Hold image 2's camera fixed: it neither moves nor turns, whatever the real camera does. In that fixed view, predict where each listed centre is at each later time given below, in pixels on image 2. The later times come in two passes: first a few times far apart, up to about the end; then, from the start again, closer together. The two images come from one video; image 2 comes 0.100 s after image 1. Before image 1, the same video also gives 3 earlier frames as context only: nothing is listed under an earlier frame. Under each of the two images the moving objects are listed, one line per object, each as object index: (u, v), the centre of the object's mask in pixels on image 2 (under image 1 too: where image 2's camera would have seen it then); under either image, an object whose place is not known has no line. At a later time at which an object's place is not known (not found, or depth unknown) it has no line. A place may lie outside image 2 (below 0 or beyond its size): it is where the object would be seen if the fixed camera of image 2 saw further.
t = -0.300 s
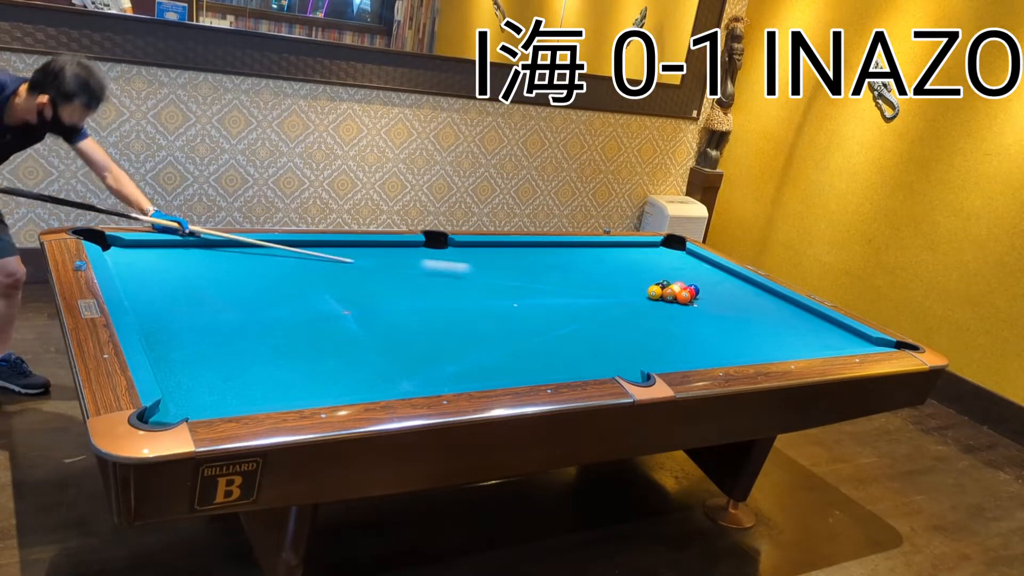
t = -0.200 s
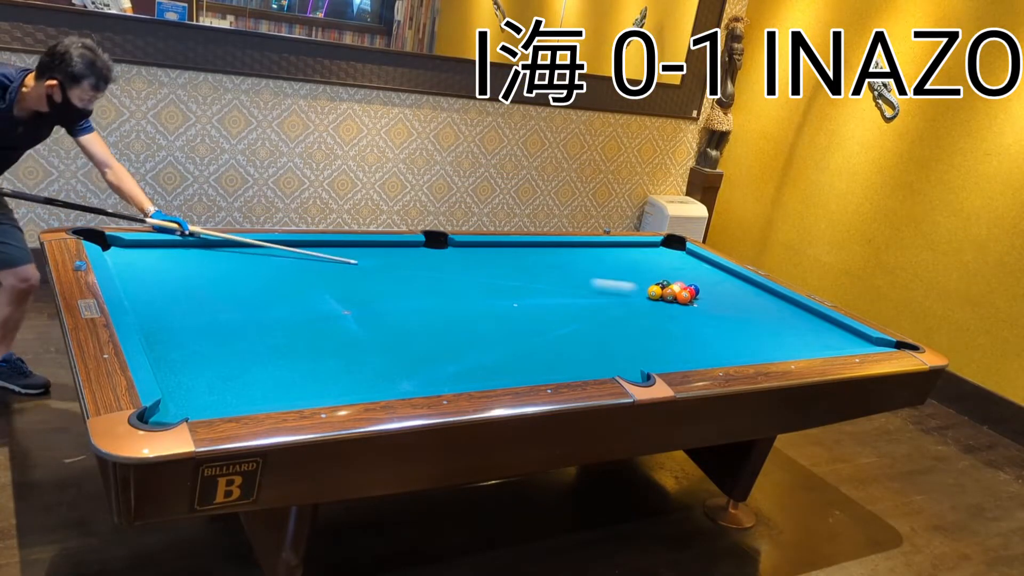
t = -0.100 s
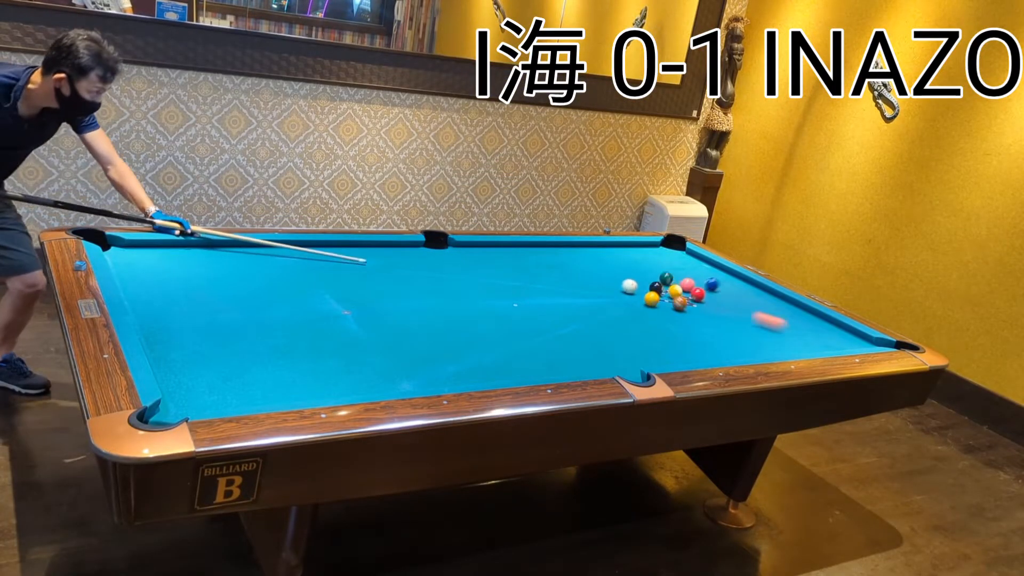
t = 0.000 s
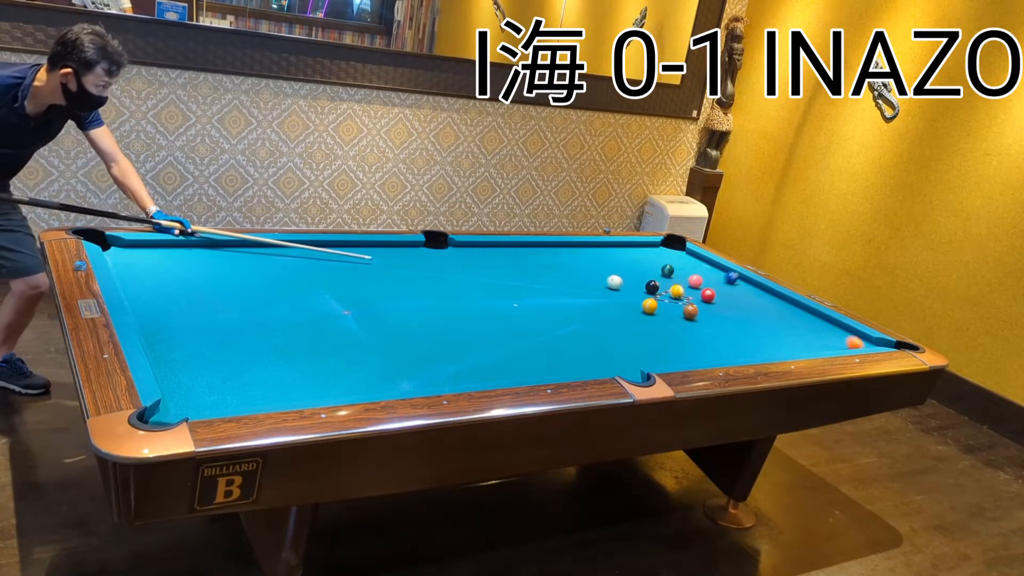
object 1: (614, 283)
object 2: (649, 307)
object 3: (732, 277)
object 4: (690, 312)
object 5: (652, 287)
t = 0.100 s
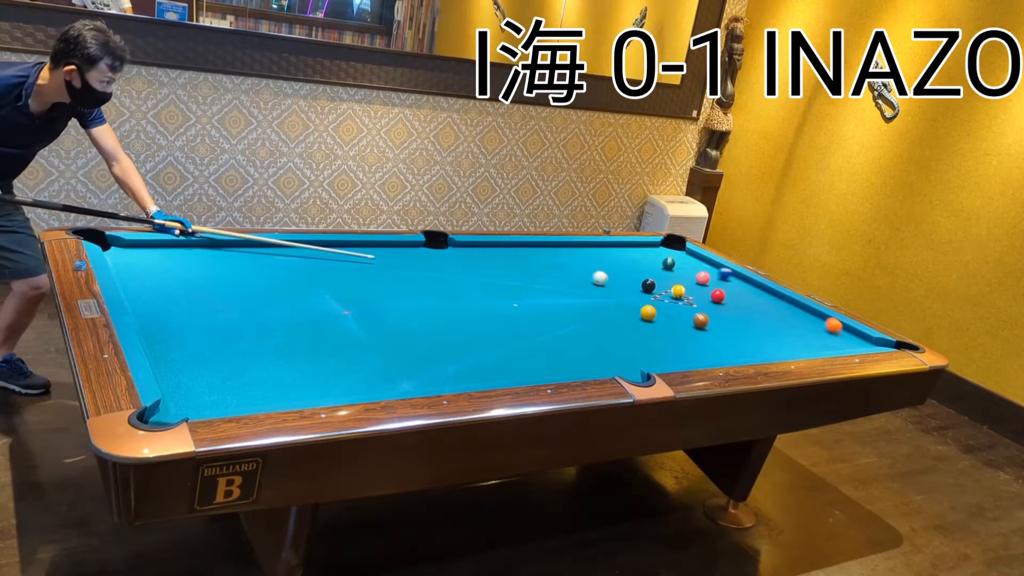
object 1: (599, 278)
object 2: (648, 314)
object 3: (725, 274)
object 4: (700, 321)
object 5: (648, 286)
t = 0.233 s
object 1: (581, 273)
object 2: (646, 324)
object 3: (694, 269)
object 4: (715, 334)
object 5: (644, 284)
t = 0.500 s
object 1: (545, 264)
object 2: (641, 344)
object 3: (635, 254)
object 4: (741, 354)
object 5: (635, 281)
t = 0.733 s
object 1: (516, 256)
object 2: (636, 364)
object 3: (600, 248)
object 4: (705, 348)
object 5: (629, 279)
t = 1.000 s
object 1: (484, 247)
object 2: (605, 364)
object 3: (592, 256)
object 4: (666, 338)
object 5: (623, 277)
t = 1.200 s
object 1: (476, 246)
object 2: (578, 361)
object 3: (586, 263)
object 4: (639, 330)
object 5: (620, 276)
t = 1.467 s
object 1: (474, 250)
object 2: (544, 356)
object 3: (577, 272)
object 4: (605, 321)
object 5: (616, 274)
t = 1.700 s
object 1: (474, 253)
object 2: (514, 352)
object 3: (570, 280)
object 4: (577, 313)
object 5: (613, 273)
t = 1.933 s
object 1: (473, 256)
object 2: (487, 348)
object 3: (562, 289)
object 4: (551, 306)
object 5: (612, 272)
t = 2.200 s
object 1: (473, 259)
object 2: (457, 344)
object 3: (553, 300)
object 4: (523, 299)
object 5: (611, 272)
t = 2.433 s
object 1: (473, 261)
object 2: (432, 341)
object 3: (544, 310)
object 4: (500, 292)
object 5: (611, 272)
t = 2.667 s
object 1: (473, 263)
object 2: (409, 337)
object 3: (535, 319)
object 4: (478, 286)
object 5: (611, 272)
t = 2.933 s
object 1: (473, 265)
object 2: (384, 334)
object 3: (525, 331)
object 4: (455, 280)
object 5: (611, 272)
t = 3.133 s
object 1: (474, 267)
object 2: (366, 332)
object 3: (516, 340)
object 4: (438, 276)
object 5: (611, 272)
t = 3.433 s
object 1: (474, 268)
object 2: (341, 328)
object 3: (503, 354)
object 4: (415, 269)
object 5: (611, 272)
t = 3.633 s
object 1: (475, 269)
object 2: (325, 326)
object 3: (495, 364)
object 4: (401, 265)
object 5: (611, 272)
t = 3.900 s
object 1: (475, 270)
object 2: (306, 323)
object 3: (482, 375)
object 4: (384, 261)
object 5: (611, 272)
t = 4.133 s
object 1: (475, 270)
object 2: (291, 321)
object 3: (468, 378)
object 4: (370, 257)
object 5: (611, 272)
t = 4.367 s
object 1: (475, 270)
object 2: (277, 319)
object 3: (450, 378)
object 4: (357, 254)
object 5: (611, 272)
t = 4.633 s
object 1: (475, 270)
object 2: (262, 317)
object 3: (432, 376)
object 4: (343, 250)
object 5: (611, 272)
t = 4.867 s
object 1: (475, 270)
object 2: (251, 316)
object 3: (417, 374)
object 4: (332, 248)
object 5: (611, 272)
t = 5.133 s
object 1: (475, 270)
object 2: (239, 314)
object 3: (402, 371)
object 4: (321, 245)
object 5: (611, 272)
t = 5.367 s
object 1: (475, 270)
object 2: (231, 314)
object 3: (391, 369)
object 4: (317, 245)
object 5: (611, 272)
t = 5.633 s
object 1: (475, 270)
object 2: (222, 313)
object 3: (380, 368)
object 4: (315, 246)
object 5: (611, 272)
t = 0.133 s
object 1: (595, 277)
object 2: (647, 316)
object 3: (717, 273)
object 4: (704, 324)
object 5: (647, 285)
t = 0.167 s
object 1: (590, 276)
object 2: (647, 319)
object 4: (708, 328)
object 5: (646, 285)
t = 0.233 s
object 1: (581, 273)
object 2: (646, 324)
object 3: (694, 269)
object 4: (715, 334)
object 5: (644, 284)
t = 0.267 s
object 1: (576, 272)
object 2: (645, 326)
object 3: (686, 266)
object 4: (719, 337)
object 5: (643, 284)
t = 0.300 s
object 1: (572, 271)
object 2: (645, 329)
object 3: (679, 265)
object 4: (723, 340)
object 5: (641, 284)
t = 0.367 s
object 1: (563, 268)
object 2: (644, 334)
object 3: (664, 261)
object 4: (731, 347)
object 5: (639, 283)
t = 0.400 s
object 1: (558, 267)
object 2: (643, 336)
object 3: (657, 259)
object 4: (735, 350)
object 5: (638, 282)
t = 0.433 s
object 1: (554, 266)
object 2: (642, 339)
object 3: (649, 257)
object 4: (739, 352)
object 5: (637, 282)
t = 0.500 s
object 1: (545, 264)
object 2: (641, 344)
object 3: (635, 254)
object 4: (741, 354)
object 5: (635, 281)
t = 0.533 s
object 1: (541, 262)
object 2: (640, 347)
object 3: (627, 252)
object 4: (735, 354)
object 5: (635, 281)
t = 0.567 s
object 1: (536, 261)
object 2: (640, 350)
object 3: (621, 250)
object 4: (730, 353)
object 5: (634, 281)
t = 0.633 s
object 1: (528, 259)
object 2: (638, 355)
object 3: (607, 247)
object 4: (720, 352)
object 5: (632, 280)
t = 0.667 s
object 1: (524, 258)
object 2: (638, 358)
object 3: (601, 245)
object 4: (714, 351)
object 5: (631, 280)
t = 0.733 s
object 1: (516, 256)
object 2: (636, 364)
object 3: (600, 248)
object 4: (705, 348)
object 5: (629, 279)
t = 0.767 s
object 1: (512, 254)
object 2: (635, 367)
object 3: (599, 248)
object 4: (700, 347)
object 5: (628, 279)
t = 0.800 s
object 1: (507, 253)
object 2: (632, 368)
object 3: (598, 249)
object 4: (695, 345)
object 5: (628, 278)
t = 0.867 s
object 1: (500, 251)
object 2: (623, 366)
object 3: (596, 252)
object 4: (685, 343)
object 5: (626, 278)
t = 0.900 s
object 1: (495, 250)
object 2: (618, 366)
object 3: (595, 253)
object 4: (680, 341)
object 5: (625, 278)
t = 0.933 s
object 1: (491, 249)
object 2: (614, 365)
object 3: (594, 254)
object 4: (676, 340)
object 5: (625, 277)
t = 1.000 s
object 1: (484, 247)
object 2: (605, 364)
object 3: (592, 256)
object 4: (666, 338)
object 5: (623, 277)
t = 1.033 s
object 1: (480, 246)
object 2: (600, 363)
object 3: (591, 257)
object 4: (662, 336)
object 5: (623, 277)
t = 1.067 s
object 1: (476, 245)
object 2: (595, 362)
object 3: (590, 258)
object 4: (657, 335)
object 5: (622, 276)
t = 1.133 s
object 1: (476, 245)
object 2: (586, 362)
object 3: (587, 260)
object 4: (648, 333)
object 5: (621, 276)
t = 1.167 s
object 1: (476, 246)
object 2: (582, 361)
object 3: (587, 261)
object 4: (644, 331)
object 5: (620, 276)
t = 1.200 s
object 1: (476, 246)
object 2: (578, 361)
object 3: (586, 263)
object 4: (639, 330)
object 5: (620, 276)
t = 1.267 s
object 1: (475, 247)
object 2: (569, 359)
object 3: (584, 265)
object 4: (631, 328)
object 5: (619, 275)
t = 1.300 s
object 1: (475, 248)
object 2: (565, 359)
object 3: (582, 266)
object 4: (626, 327)
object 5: (618, 275)
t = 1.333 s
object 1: (475, 248)
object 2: (560, 358)
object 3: (582, 267)
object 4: (622, 326)
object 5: (618, 275)
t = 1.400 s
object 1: (475, 249)
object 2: (552, 357)
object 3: (579, 269)
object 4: (614, 323)
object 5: (617, 274)
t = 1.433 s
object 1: (475, 250)
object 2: (548, 356)
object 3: (578, 271)
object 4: (610, 322)
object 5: (616, 274)
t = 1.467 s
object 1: (474, 250)
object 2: (544, 356)
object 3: (577, 272)
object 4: (605, 321)
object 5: (616, 274)
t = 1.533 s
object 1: (474, 251)
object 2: (535, 355)
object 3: (575, 274)
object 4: (597, 319)
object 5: (615, 274)
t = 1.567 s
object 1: (474, 251)
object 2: (531, 354)
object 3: (574, 275)
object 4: (593, 318)
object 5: (615, 274)
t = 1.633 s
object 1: (474, 252)
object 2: (523, 353)
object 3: (572, 278)
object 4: (586, 315)
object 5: (614, 273)
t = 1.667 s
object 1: (474, 253)
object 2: (519, 352)
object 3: (571, 279)
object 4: (582, 314)
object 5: (614, 273)
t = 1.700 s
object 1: (474, 253)
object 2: (514, 352)
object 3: (570, 280)
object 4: (577, 313)
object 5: (613, 273)
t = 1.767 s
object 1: (474, 254)
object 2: (507, 351)
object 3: (568, 283)
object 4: (570, 311)
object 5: (613, 273)
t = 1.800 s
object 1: (474, 254)
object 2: (503, 350)
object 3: (567, 284)
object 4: (566, 310)
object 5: (612, 273)
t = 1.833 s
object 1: (473, 255)
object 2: (498, 349)
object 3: (565, 285)
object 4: (562, 309)
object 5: (612, 273)
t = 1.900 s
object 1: (473, 255)
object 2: (491, 348)
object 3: (563, 288)
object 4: (555, 307)
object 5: (612, 272)
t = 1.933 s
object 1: (473, 256)
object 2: (487, 348)
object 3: (562, 289)
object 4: (551, 306)
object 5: (612, 272)
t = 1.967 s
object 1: (473, 256)
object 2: (483, 348)
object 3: (561, 290)
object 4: (548, 305)
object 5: (611, 272)
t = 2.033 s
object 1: (473, 257)
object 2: (476, 347)
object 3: (558, 293)
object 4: (541, 303)
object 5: (611, 272)
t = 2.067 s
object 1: (473, 257)
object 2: (472, 346)
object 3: (557, 294)
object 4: (537, 302)
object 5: (611, 272)
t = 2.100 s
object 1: (473, 258)
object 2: (468, 346)
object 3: (556, 296)
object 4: (533, 301)
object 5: (611, 272)
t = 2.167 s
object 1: (473, 258)
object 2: (460, 345)
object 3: (554, 299)
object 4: (527, 300)
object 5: (611, 272)
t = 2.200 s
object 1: (473, 259)
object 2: (457, 344)
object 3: (553, 300)
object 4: (523, 299)
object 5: (611, 272)
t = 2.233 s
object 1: (473, 259)
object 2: (453, 343)
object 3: (551, 301)
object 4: (520, 298)
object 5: (611, 272)
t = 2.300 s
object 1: (473, 260)
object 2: (446, 342)
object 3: (549, 304)
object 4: (513, 296)
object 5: (611, 272)
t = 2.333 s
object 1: (473, 260)
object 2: (443, 342)
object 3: (548, 305)
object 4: (510, 295)
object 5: (611, 272)
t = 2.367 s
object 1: (473, 260)
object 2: (439, 342)
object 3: (547, 307)
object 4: (507, 294)
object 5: (611, 272)
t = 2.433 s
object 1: (473, 261)
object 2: (432, 341)
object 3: (544, 310)
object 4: (500, 292)
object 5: (611, 272)
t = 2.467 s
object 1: (473, 261)
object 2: (429, 340)
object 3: (543, 311)
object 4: (497, 291)
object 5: (611, 272)
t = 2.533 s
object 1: (473, 262)
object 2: (422, 339)
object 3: (540, 314)
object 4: (490, 290)
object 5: (611, 272)
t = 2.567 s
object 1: (473, 262)
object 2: (419, 339)
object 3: (539, 315)
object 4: (487, 289)
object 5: (611, 272)
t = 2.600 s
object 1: (473, 263)
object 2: (416, 338)
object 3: (538, 316)
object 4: (484, 288)
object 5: (611, 272)
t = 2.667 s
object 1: (473, 263)
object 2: (409, 337)
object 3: (535, 319)
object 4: (478, 286)
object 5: (611, 272)
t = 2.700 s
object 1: (473, 263)
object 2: (406, 337)
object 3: (534, 321)
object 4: (475, 285)
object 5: (611, 272)
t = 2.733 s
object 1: (473, 264)
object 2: (403, 336)
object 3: (533, 322)
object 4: (472, 285)
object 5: (611, 272)
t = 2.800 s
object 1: (473, 264)
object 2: (396, 336)
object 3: (530, 325)
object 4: (466, 283)
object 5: (611, 272)
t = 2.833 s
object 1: (473, 265)
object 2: (393, 335)
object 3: (528, 327)
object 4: (463, 282)
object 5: (611, 272)
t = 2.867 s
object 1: (473, 265)
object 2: (390, 335)
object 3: (527, 328)
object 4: (460, 282)
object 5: (611, 272)
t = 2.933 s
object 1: (473, 265)
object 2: (384, 334)
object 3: (525, 331)
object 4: (455, 280)
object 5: (611, 272)
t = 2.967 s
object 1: (473, 265)
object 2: (381, 334)
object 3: (523, 333)
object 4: (452, 279)
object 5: (611, 272)
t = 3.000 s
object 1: (473, 266)
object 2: (378, 333)
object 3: (522, 334)
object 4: (449, 278)
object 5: (611, 272)
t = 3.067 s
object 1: (474, 266)
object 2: (372, 332)
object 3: (519, 337)
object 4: (444, 277)
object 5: (611, 272)
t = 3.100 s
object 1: (474, 266)
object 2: (369, 332)
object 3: (518, 339)
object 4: (441, 276)
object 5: (611, 272)
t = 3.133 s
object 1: (474, 267)
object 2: (366, 332)
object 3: (516, 340)
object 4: (438, 276)
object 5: (611, 272)
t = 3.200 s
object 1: (474, 267)
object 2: (360, 331)
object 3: (513, 343)
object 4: (433, 274)
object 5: (611, 272)
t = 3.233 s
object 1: (474, 267)
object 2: (357, 330)
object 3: (512, 345)
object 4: (430, 273)
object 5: (611, 272)
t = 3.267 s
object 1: (474, 268)
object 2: (355, 330)
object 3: (511, 347)
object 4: (428, 273)
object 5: (611, 272)
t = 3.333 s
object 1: (474, 268)
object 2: (349, 329)
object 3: (508, 350)
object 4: (423, 271)
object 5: (611, 272)
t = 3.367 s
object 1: (474, 268)
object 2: (346, 328)
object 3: (506, 351)
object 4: (420, 271)
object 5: (611, 272)
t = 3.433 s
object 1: (474, 268)
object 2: (341, 328)
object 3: (503, 354)
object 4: (415, 269)
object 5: (611, 272)
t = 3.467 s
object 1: (474, 269)
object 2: (338, 327)
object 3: (502, 356)
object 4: (413, 269)
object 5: (611, 272)
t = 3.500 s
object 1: (475, 269)
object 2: (336, 327)
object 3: (500, 358)
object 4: (410, 268)
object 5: (611, 272)
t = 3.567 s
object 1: (475, 269)
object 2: (330, 327)
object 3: (498, 361)
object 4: (406, 267)
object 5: (611, 272)
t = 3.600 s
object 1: (475, 269)
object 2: (328, 326)
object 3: (496, 362)
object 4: (403, 266)
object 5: (611, 272)
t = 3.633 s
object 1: (475, 269)
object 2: (325, 326)
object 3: (495, 364)
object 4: (401, 265)
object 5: (611, 272)
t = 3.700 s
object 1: (475, 270)
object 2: (320, 325)
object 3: (492, 367)
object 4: (397, 264)
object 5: (611, 272)
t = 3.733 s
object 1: (475, 270)
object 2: (318, 325)
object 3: (490, 369)
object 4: (394, 264)
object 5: (611, 272)
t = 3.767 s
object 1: (475, 270)
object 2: (316, 324)
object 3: (488, 370)
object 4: (392, 263)
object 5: (611, 272)
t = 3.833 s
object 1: (475, 270)
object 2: (311, 323)
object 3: (485, 373)
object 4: (388, 262)
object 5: (611, 272)
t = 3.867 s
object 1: (475, 270)
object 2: (309, 323)
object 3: (484, 374)
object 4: (386, 262)
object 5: (611, 272)
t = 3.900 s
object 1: (475, 270)
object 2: (306, 323)
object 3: (482, 375)
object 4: (384, 261)
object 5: (611, 272)
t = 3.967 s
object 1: (475, 270)
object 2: (302, 322)
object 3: (479, 377)
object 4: (380, 260)
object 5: (611, 272)
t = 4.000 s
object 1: (475, 270)
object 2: (299, 322)
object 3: (478, 378)
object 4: (378, 259)
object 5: (611, 272)
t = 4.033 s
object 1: (475, 270)
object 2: (297, 322)
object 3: (476, 379)
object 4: (376, 259)
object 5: (611, 272)
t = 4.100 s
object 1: (475, 270)
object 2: (293, 321)
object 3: (471, 379)
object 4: (372, 258)
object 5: (611, 272)
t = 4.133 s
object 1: (475, 270)
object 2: (291, 321)
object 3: (468, 378)
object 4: (370, 257)
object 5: (611, 272)
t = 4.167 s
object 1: (475, 270)
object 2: (288, 321)
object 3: (465, 378)
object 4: (368, 256)
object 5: (611, 272)
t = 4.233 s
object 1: (475, 270)
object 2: (284, 320)
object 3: (460, 378)
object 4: (364, 255)
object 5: (611, 272)
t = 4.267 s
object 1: (475, 270)
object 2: (283, 320)
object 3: (458, 378)
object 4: (362, 255)
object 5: (611, 272)
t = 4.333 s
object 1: (475, 270)
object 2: (279, 319)
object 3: (453, 378)
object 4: (359, 254)
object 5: (611, 272)
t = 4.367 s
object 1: (475, 270)
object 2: (277, 319)
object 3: (450, 378)
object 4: (357, 254)
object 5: (611, 272)
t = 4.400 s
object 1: (475, 270)
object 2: (275, 319)
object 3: (448, 378)
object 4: (355, 253)
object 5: (611, 272)
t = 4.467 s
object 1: (475, 270)
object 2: (271, 318)
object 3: (443, 377)
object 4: (351, 252)
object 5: (611, 272)
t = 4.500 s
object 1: (475, 270)
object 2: (269, 318)
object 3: (441, 377)
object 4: (349, 252)
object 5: (611, 272)
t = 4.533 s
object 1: (475, 270)
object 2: (267, 318)
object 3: (438, 377)
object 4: (348, 252)
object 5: (611, 272)
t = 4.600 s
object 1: (475, 270)
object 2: (264, 317)
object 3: (434, 376)
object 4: (345, 250)
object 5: (611, 272)
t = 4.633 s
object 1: (475, 270)
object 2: (262, 317)
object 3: (432, 376)
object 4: (343, 250)
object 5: (611, 272)
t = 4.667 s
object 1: (475, 270)
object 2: (260, 317)
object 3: (429, 376)
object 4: (341, 250)
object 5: (611, 272)
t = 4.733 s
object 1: (475, 270)
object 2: (257, 316)
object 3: (425, 375)
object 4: (339, 249)
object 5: (611, 272)
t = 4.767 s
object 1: (475, 270)
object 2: (256, 316)
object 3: (423, 375)
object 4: (337, 248)
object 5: (611, 272)
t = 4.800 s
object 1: (475, 270)
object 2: (254, 316)
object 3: (421, 374)
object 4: (335, 248)
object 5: (611, 272)
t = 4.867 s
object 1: (475, 270)
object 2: (251, 316)
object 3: (417, 374)
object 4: (332, 248)
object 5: (611, 272)
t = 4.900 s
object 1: (475, 270)
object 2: (249, 316)
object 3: (415, 373)
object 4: (331, 247)
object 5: (611, 272)
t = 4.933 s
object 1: (475, 270)
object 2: (248, 315)
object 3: (413, 373)
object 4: (329, 247)
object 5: (611, 272)
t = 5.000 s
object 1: (475, 270)
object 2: (245, 315)
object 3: (410, 373)
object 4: (327, 246)
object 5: (611, 272)
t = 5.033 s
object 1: (475, 270)
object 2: (243, 315)
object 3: (408, 372)
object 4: (325, 246)
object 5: (611, 272)
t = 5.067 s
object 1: (475, 270)
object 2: (242, 315)
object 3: (406, 372)
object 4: (323, 245)
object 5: (611, 272)
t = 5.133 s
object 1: (475, 270)
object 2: (239, 314)
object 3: (402, 371)
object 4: (321, 245)
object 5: (611, 272)
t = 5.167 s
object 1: (475, 270)
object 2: (238, 314)
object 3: (400, 371)
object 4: (321, 244)
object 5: (611, 272)
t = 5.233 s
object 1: (475, 270)
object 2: (235, 314)
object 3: (397, 370)
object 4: (319, 245)
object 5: (611, 272)
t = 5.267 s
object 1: (475, 270)
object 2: (234, 314)
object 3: (395, 370)
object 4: (319, 245)
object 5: (611, 272)
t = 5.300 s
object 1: (475, 270)
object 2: (233, 314)
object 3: (394, 370)
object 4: (318, 245)
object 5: (611, 272)
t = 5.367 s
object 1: (475, 270)
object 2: (231, 314)
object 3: (391, 369)
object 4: (317, 245)
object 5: (611, 272)
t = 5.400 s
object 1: (475, 270)
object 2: (229, 313)
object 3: (389, 369)
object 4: (317, 245)
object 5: (611, 272)
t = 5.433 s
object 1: (475, 270)
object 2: (228, 313)
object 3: (388, 369)
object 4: (317, 245)
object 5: (611, 272)
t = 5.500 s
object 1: (475, 270)
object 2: (226, 313)
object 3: (385, 368)
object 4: (316, 246)
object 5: (611, 272)
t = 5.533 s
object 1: (475, 270)
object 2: (225, 313)
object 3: (384, 368)
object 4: (316, 246)
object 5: (611, 272)
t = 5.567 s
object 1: (475, 270)
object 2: (224, 313)
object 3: (382, 368)
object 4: (316, 246)
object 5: (611, 272)
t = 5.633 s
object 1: (475, 270)
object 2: (222, 313)
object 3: (380, 368)
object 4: (315, 246)
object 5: (611, 272)
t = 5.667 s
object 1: (475, 270)
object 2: (222, 313)
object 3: (378, 367)
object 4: (315, 246)
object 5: (611, 272)
